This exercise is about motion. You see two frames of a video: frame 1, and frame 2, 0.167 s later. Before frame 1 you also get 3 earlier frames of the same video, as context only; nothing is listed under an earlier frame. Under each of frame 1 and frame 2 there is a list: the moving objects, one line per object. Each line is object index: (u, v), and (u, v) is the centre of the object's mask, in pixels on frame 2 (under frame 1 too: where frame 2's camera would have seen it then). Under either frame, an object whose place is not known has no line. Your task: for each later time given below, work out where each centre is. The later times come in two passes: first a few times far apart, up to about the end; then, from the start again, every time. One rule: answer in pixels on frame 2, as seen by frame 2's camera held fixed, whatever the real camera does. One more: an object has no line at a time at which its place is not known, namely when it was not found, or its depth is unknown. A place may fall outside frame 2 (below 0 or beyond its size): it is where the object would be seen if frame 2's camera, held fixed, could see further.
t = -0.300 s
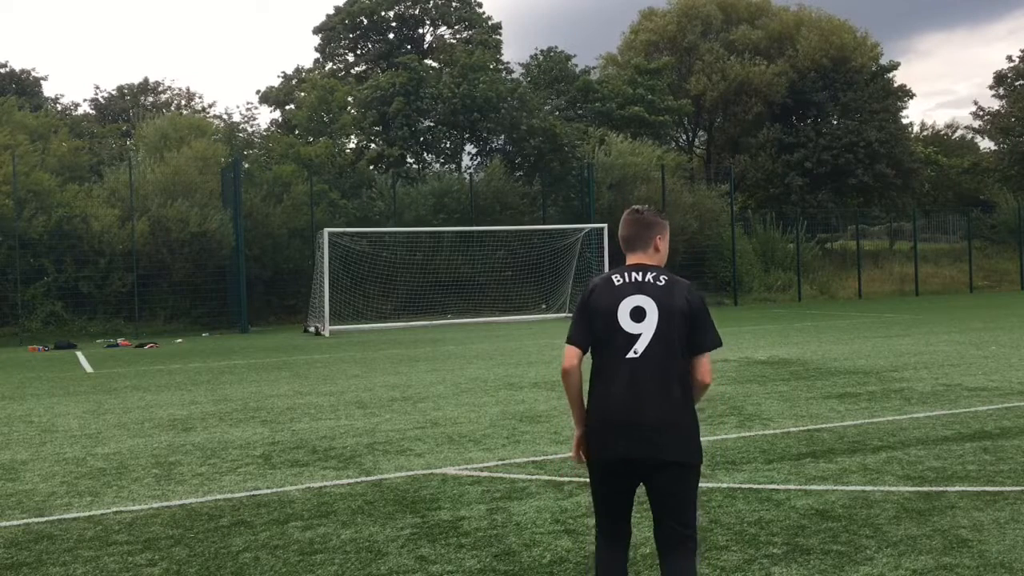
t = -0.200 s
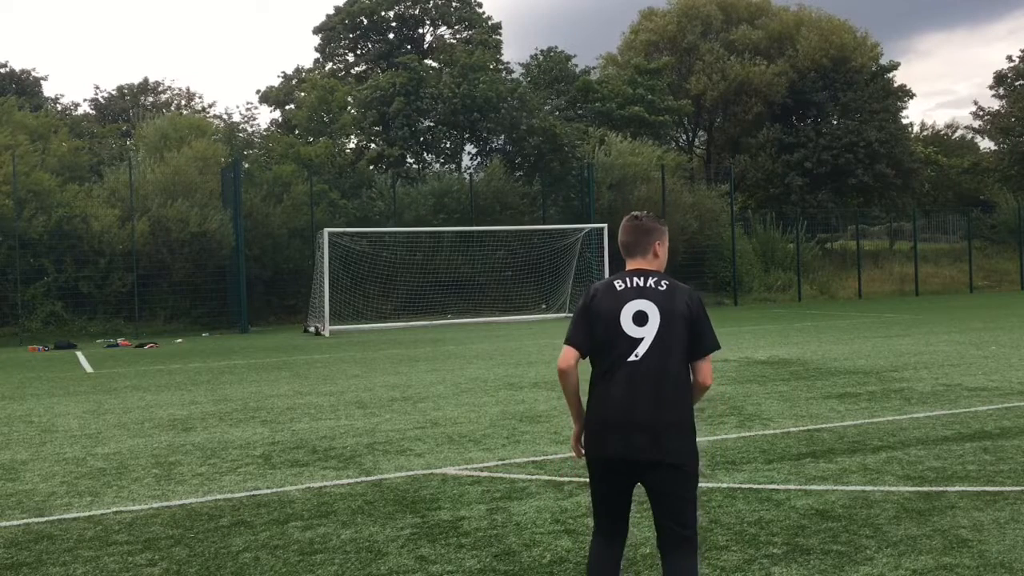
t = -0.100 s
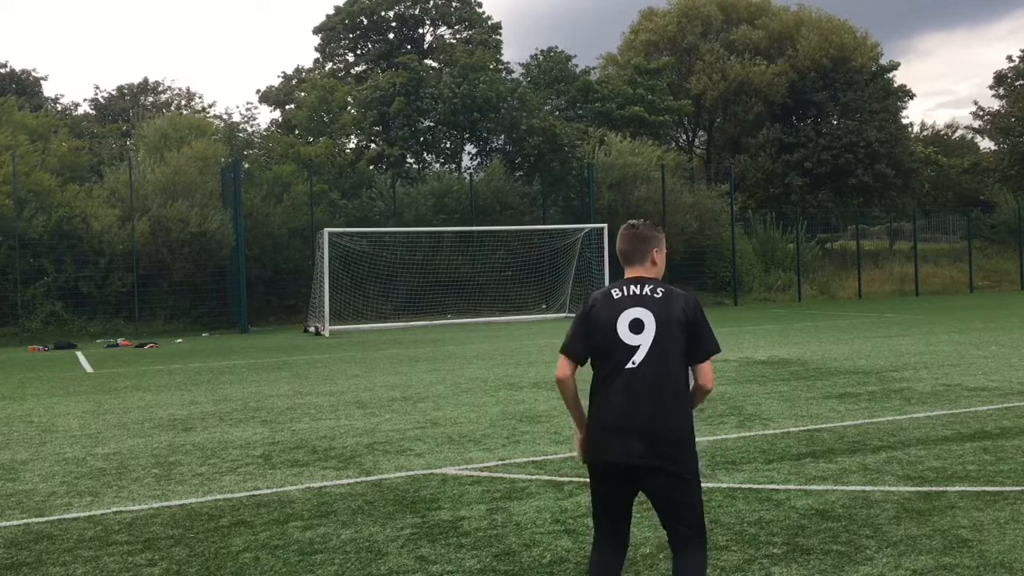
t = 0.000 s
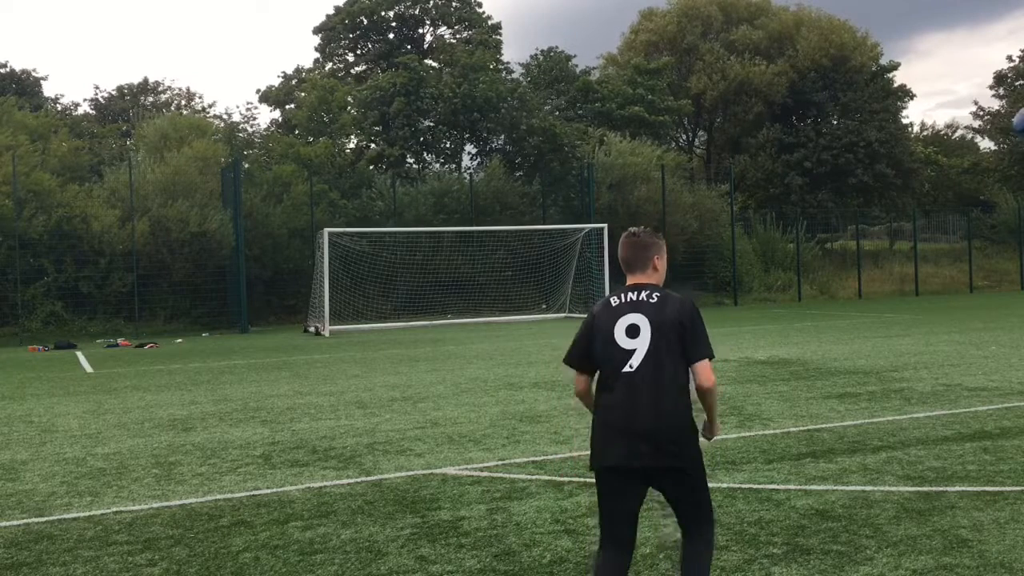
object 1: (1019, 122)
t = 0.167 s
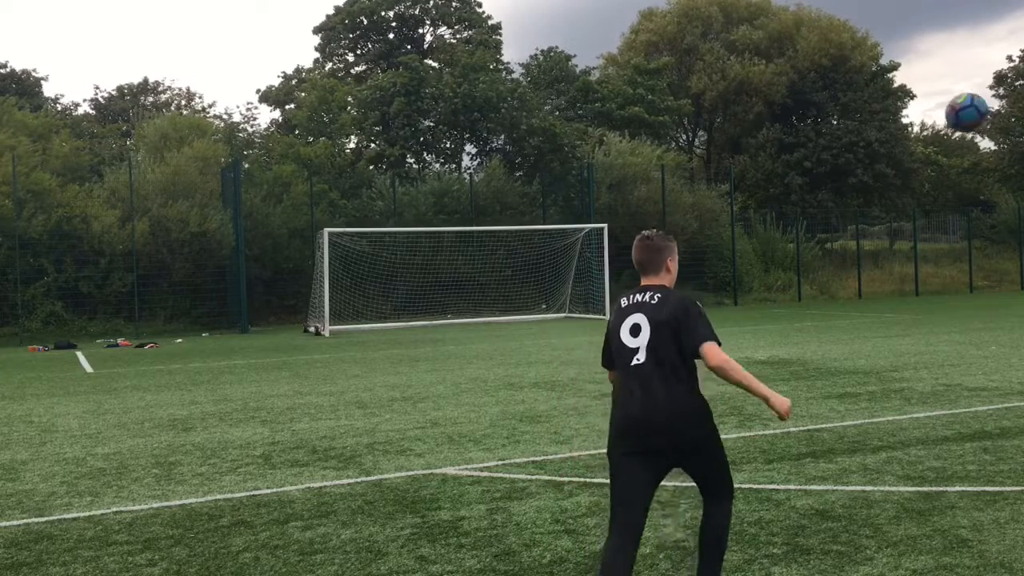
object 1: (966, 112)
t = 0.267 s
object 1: (927, 129)
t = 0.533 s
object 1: (827, 258)
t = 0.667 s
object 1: (783, 370)
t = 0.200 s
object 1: (953, 116)
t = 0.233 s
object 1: (940, 121)
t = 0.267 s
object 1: (927, 129)
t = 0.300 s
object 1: (914, 138)
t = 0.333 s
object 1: (902, 148)
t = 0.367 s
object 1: (889, 161)
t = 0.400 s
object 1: (876, 177)
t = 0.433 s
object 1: (863, 193)
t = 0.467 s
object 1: (851, 213)
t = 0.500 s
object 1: (839, 235)
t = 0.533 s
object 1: (827, 258)
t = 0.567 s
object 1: (816, 283)
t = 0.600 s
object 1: (805, 310)
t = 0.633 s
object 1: (794, 339)
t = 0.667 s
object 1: (783, 370)
